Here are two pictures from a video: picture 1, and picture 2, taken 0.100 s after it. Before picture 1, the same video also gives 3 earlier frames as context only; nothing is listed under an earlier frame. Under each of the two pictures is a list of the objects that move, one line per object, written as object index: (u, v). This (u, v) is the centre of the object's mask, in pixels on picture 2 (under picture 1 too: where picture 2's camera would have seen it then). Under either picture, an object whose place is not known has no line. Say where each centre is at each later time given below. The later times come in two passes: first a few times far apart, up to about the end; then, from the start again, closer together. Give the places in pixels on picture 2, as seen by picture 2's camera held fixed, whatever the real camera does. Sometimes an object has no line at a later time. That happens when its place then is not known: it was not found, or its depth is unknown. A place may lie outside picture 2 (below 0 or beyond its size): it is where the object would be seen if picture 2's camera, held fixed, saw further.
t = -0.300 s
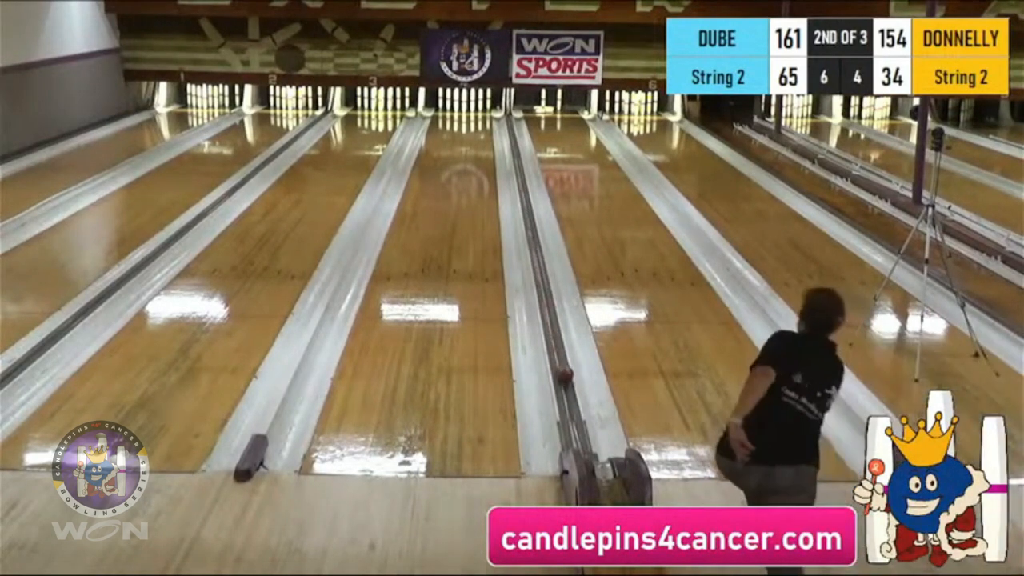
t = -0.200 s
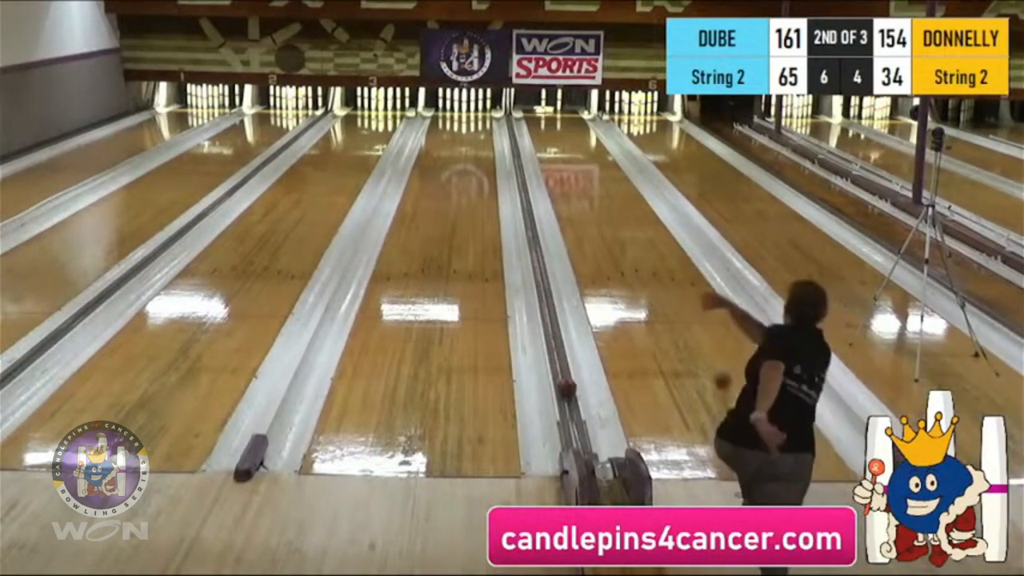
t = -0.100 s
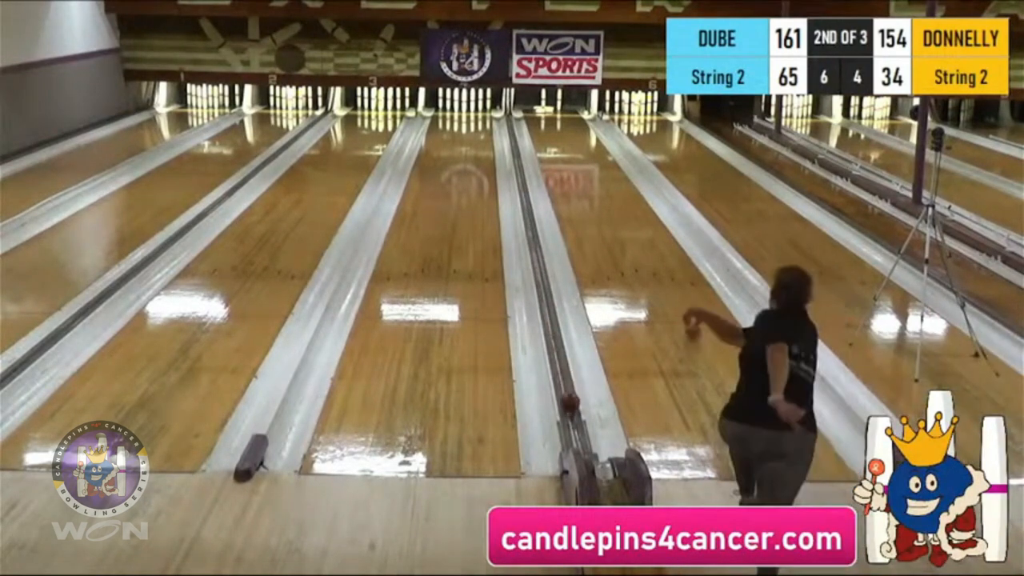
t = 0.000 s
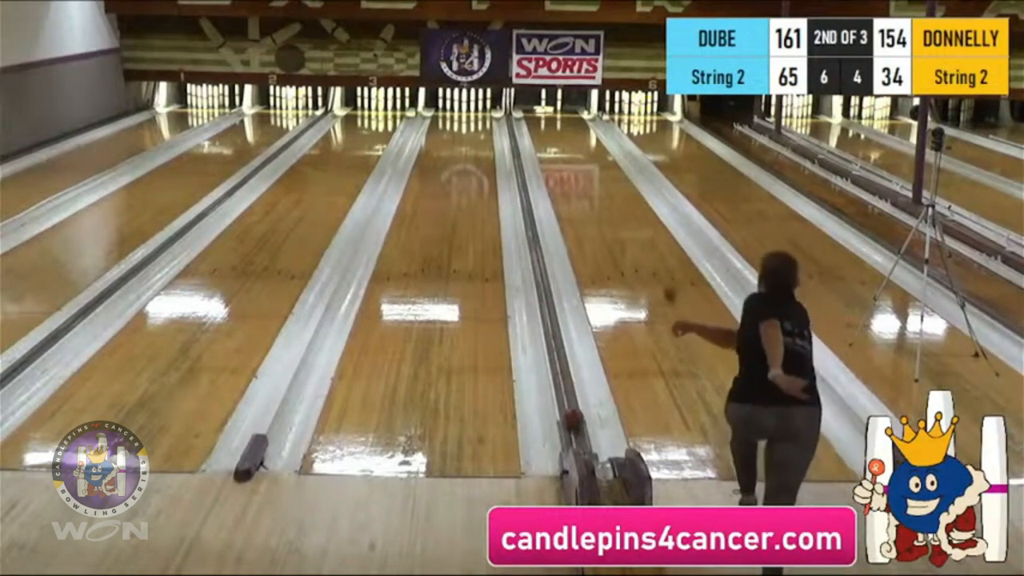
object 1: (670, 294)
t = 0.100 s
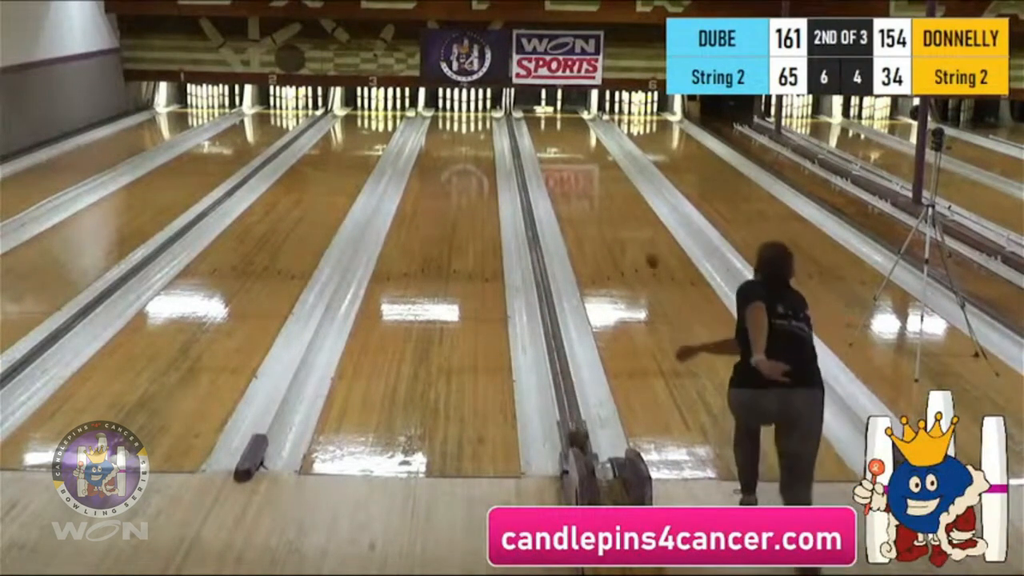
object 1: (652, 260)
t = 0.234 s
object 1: (634, 226)
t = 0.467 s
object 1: (605, 182)
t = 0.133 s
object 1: (648, 250)
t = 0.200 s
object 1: (641, 234)
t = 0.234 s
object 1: (634, 226)
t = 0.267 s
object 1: (630, 219)
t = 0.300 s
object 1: (626, 213)
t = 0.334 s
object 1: (622, 207)
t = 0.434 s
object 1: (611, 191)
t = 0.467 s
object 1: (605, 182)
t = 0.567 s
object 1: (600, 172)
